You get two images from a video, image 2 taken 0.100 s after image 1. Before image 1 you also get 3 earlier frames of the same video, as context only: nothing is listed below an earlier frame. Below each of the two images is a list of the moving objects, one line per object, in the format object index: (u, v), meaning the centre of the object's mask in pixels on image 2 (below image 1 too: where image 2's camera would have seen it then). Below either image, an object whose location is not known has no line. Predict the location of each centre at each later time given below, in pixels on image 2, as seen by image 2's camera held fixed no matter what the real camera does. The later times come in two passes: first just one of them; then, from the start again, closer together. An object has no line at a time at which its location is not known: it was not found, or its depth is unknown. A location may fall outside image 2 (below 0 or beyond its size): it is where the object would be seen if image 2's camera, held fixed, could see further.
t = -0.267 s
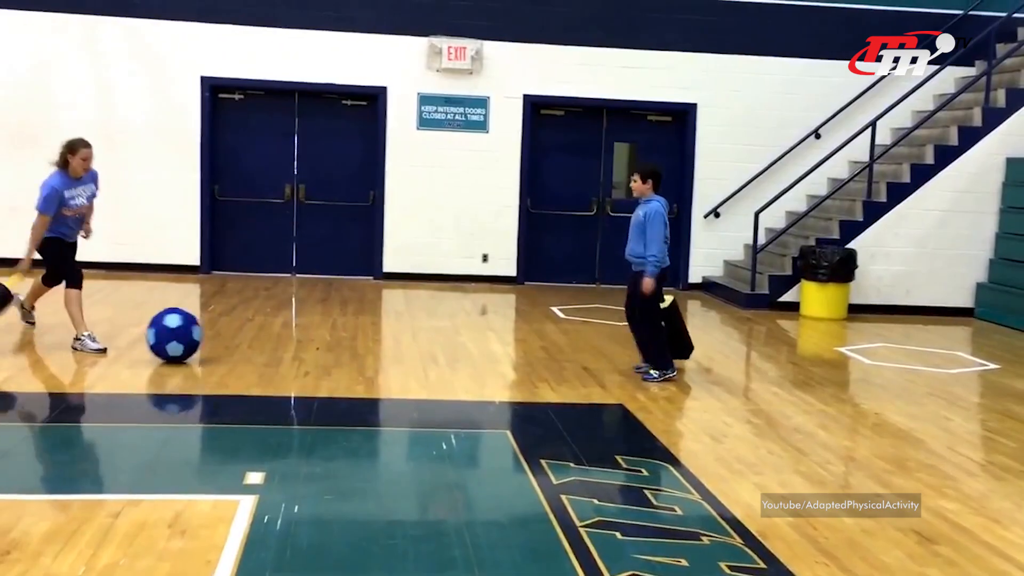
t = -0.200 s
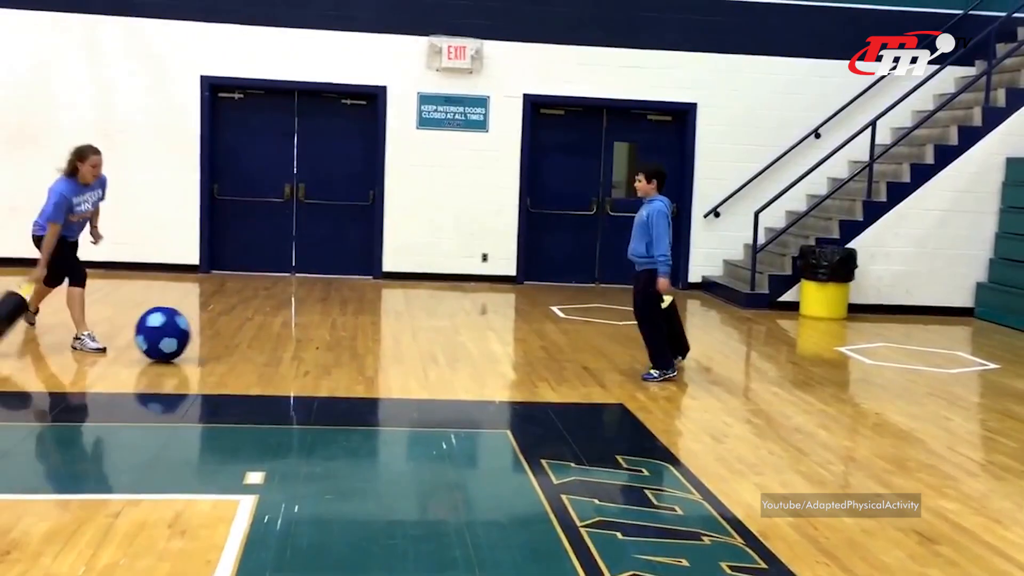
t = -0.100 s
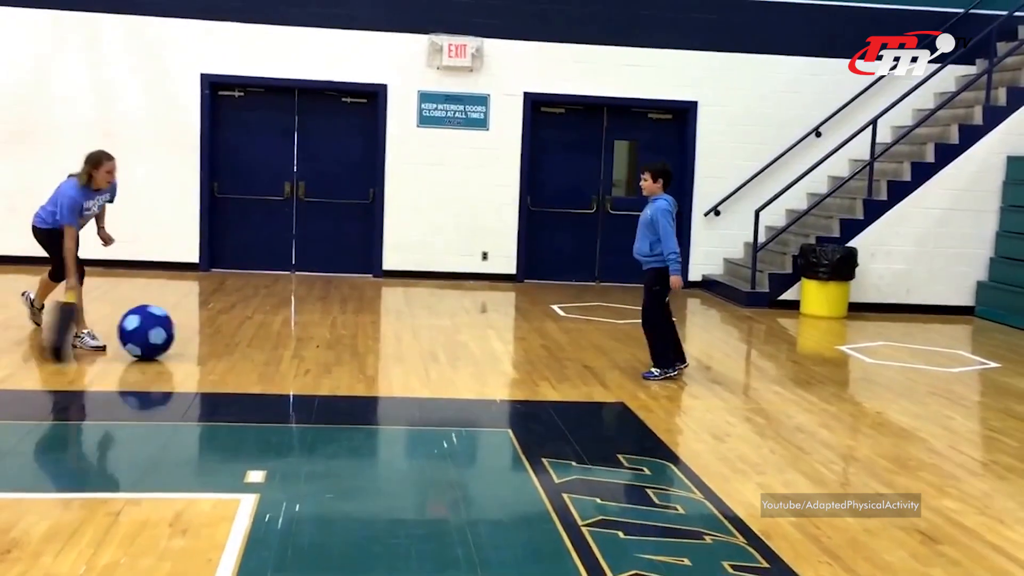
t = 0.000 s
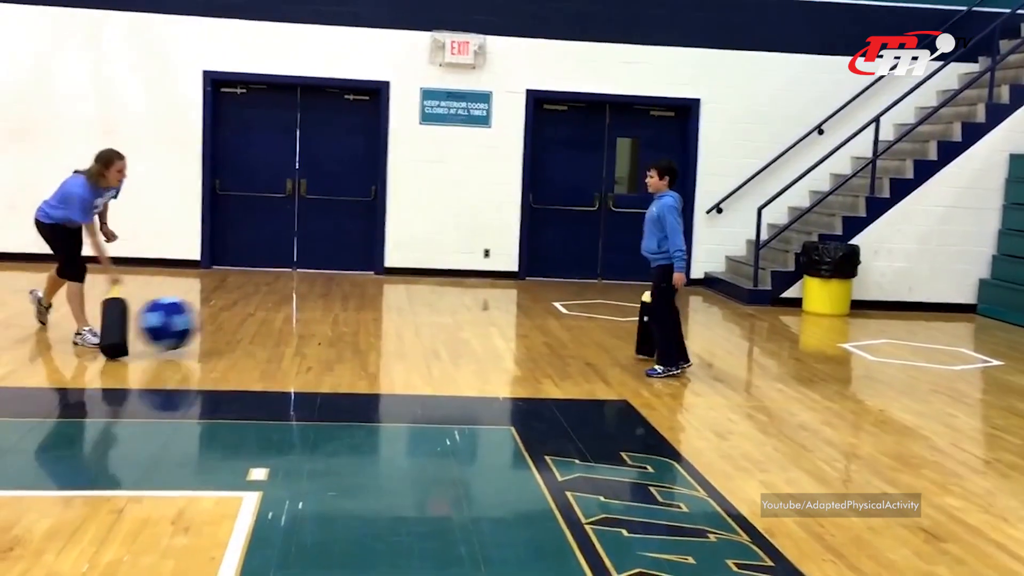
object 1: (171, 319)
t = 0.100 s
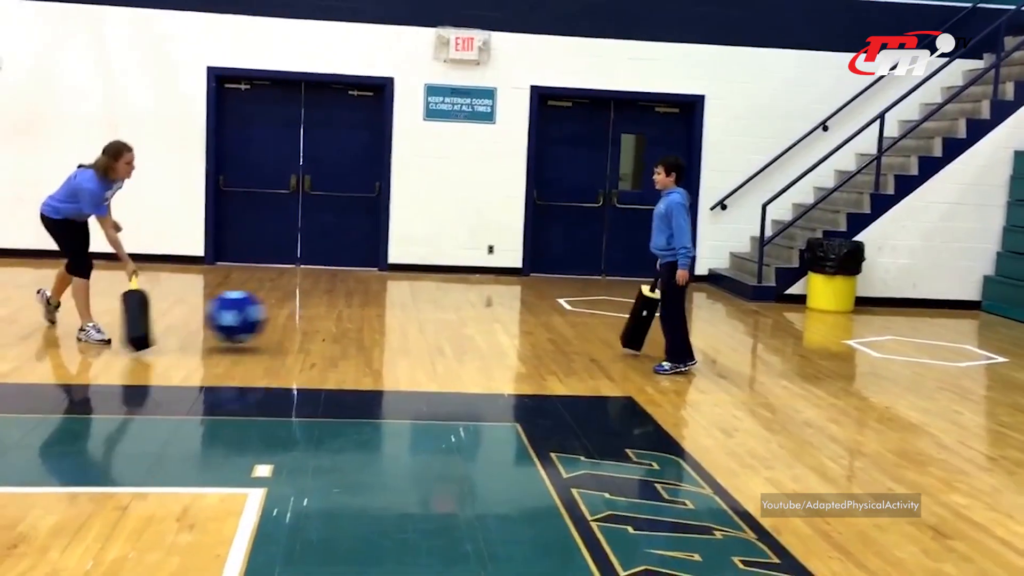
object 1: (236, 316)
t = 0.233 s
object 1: (312, 326)
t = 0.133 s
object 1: (256, 318)
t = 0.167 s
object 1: (275, 321)
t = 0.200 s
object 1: (294, 325)
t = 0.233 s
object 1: (312, 326)
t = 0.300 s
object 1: (342, 321)
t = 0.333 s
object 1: (356, 318)
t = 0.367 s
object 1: (370, 318)
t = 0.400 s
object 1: (383, 319)
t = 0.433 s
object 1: (396, 321)
